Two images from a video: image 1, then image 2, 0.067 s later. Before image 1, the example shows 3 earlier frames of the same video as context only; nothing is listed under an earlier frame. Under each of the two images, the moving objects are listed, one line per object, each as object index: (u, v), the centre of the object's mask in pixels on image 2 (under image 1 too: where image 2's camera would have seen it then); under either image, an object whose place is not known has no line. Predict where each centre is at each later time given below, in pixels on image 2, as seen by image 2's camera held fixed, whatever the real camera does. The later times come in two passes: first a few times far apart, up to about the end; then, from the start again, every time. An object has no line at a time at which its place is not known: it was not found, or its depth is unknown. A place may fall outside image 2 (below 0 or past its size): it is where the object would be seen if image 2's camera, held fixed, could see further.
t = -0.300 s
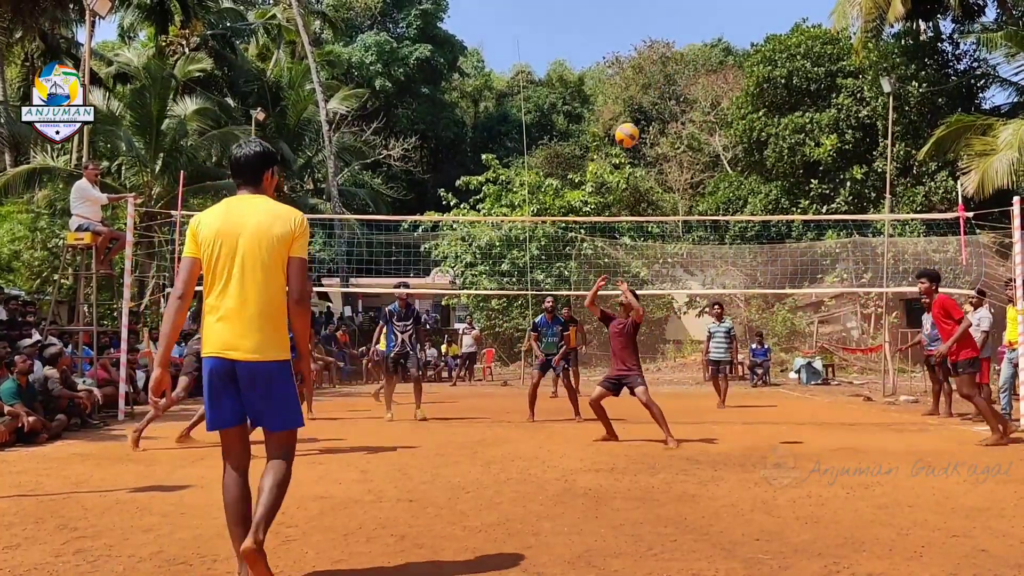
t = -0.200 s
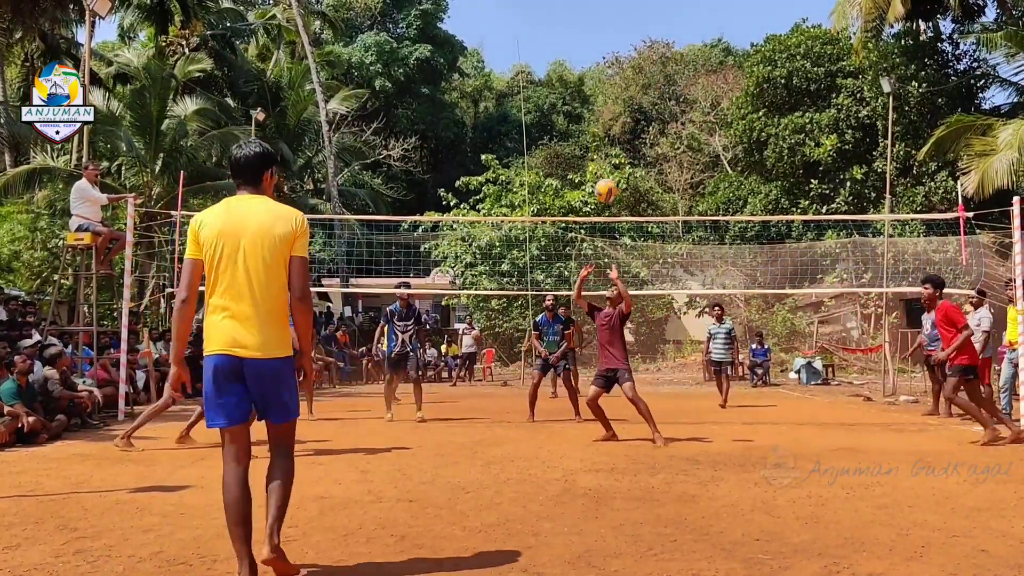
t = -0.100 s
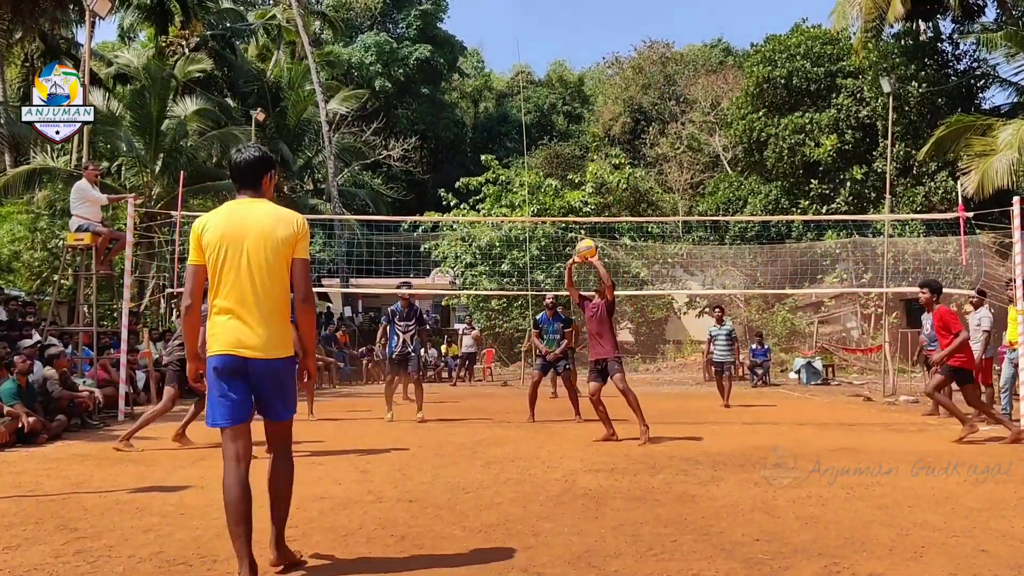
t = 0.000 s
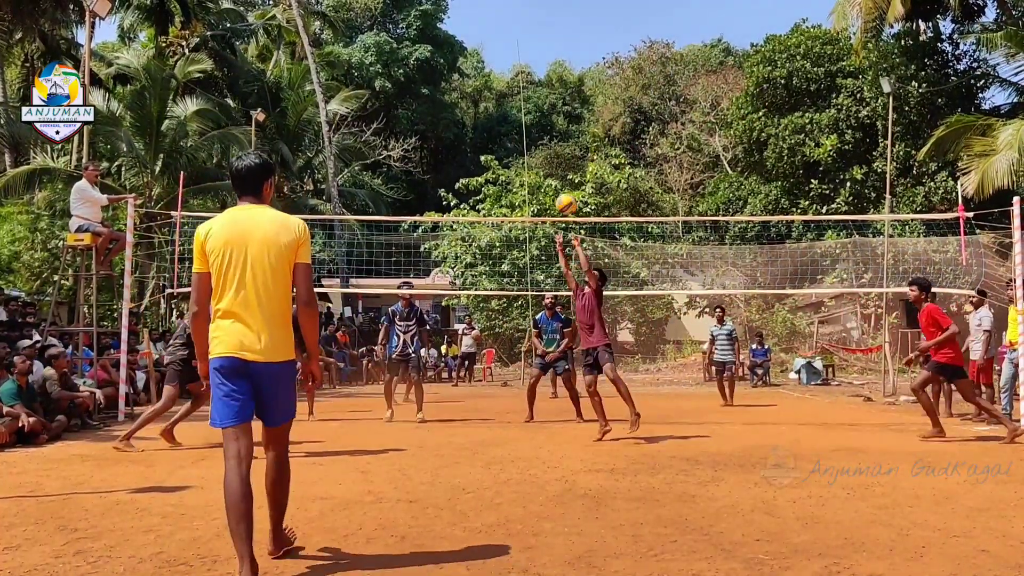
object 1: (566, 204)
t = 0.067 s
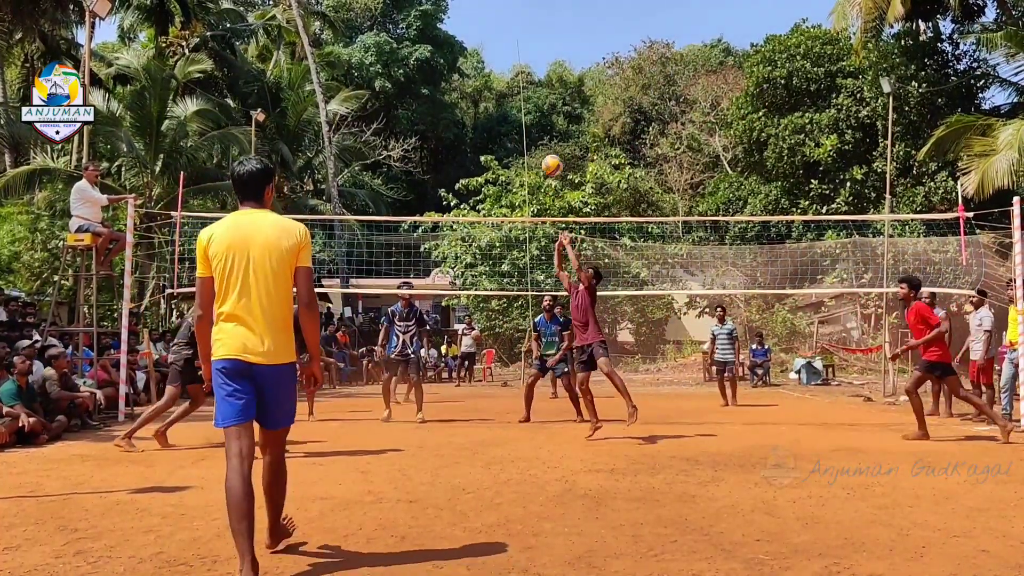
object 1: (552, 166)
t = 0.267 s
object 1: (511, 78)
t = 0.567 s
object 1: (453, 22)
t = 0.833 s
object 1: (405, 39)
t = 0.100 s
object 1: (545, 148)
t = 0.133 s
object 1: (538, 132)
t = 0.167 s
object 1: (530, 116)
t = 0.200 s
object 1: (523, 102)
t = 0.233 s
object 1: (517, 89)
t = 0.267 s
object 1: (511, 78)
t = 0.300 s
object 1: (504, 67)
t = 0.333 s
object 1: (497, 58)
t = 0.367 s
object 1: (490, 49)
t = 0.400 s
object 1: (484, 43)
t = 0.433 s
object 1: (478, 36)
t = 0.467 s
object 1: (471, 31)
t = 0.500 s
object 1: (465, 27)
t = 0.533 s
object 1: (459, 24)
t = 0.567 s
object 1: (453, 22)
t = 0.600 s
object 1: (446, 20)
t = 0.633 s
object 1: (440, 20)
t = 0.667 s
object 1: (434, 21)
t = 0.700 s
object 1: (429, 23)
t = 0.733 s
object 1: (422, 25)
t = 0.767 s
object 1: (417, 29)
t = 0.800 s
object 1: (411, 34)
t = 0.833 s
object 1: (405, 39)
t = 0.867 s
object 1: (399, 46)
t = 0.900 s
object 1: (393, 54)
